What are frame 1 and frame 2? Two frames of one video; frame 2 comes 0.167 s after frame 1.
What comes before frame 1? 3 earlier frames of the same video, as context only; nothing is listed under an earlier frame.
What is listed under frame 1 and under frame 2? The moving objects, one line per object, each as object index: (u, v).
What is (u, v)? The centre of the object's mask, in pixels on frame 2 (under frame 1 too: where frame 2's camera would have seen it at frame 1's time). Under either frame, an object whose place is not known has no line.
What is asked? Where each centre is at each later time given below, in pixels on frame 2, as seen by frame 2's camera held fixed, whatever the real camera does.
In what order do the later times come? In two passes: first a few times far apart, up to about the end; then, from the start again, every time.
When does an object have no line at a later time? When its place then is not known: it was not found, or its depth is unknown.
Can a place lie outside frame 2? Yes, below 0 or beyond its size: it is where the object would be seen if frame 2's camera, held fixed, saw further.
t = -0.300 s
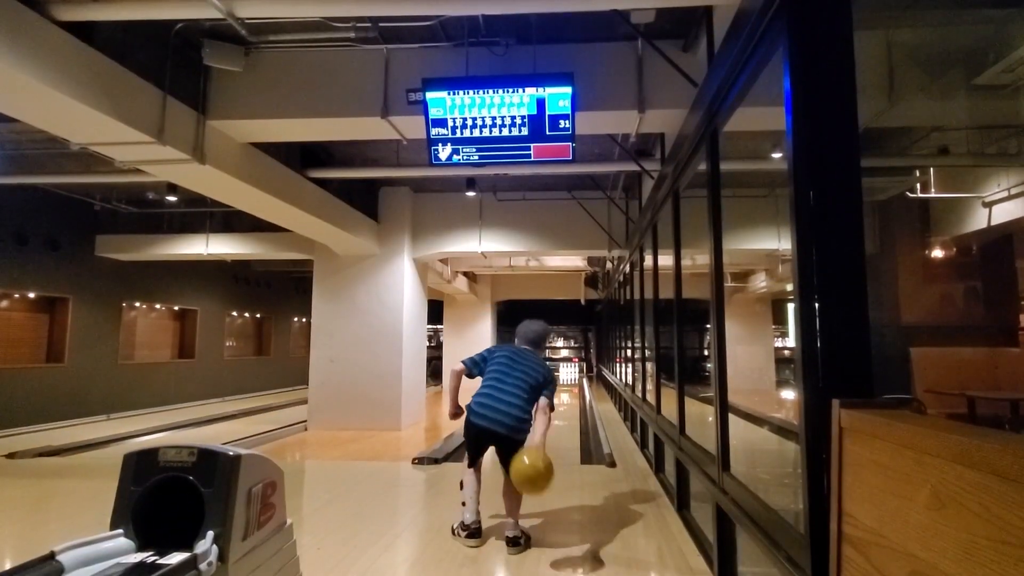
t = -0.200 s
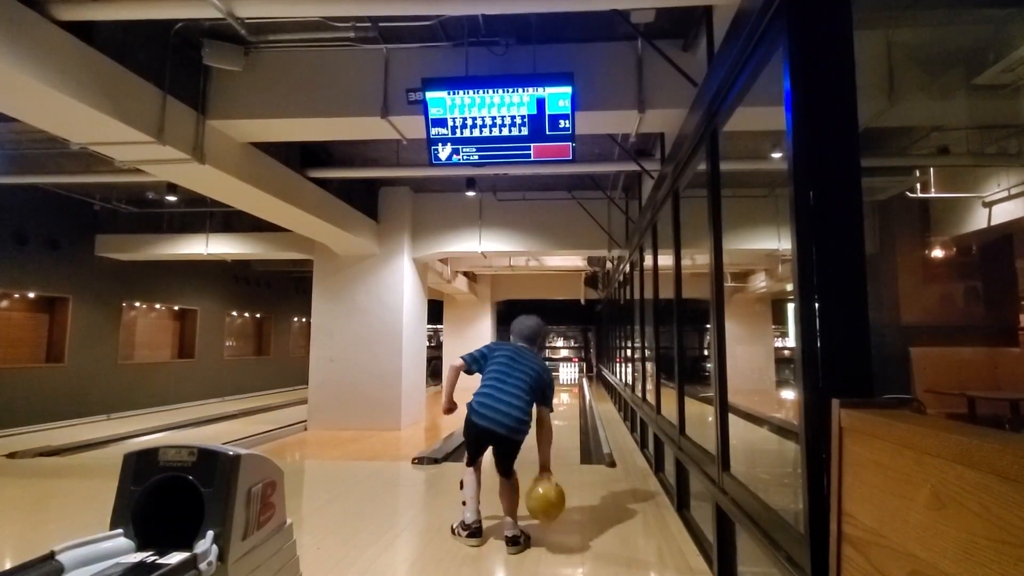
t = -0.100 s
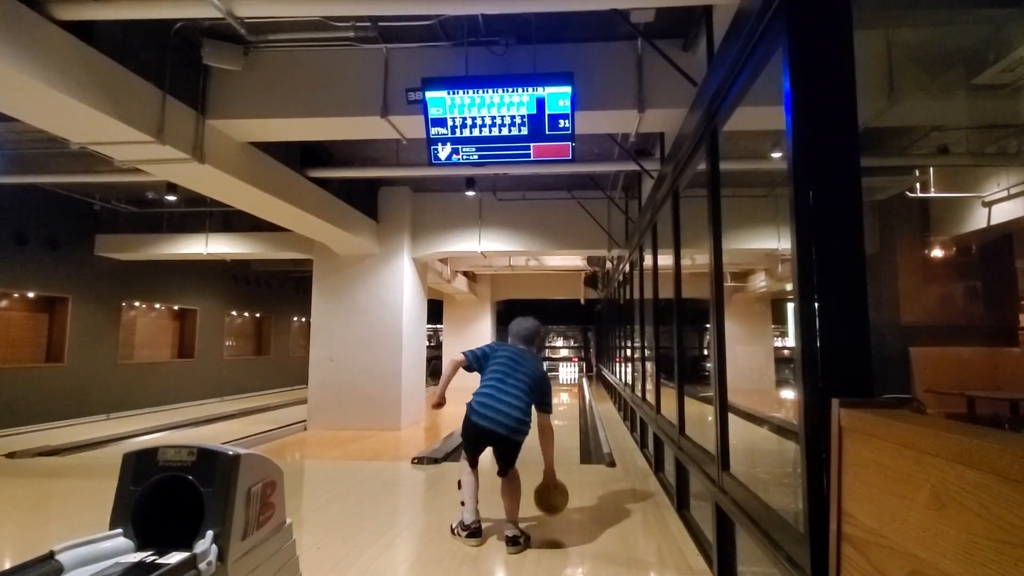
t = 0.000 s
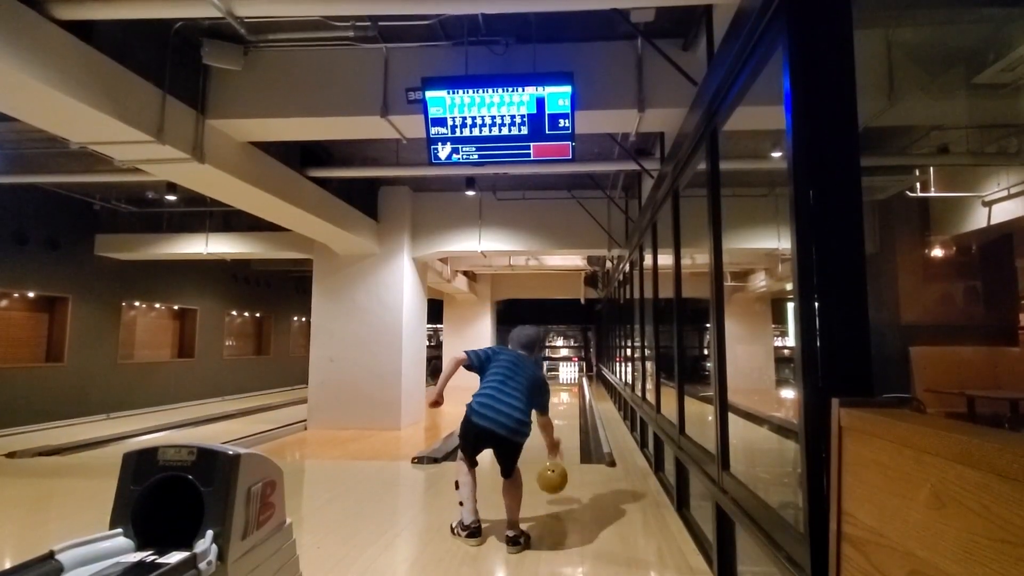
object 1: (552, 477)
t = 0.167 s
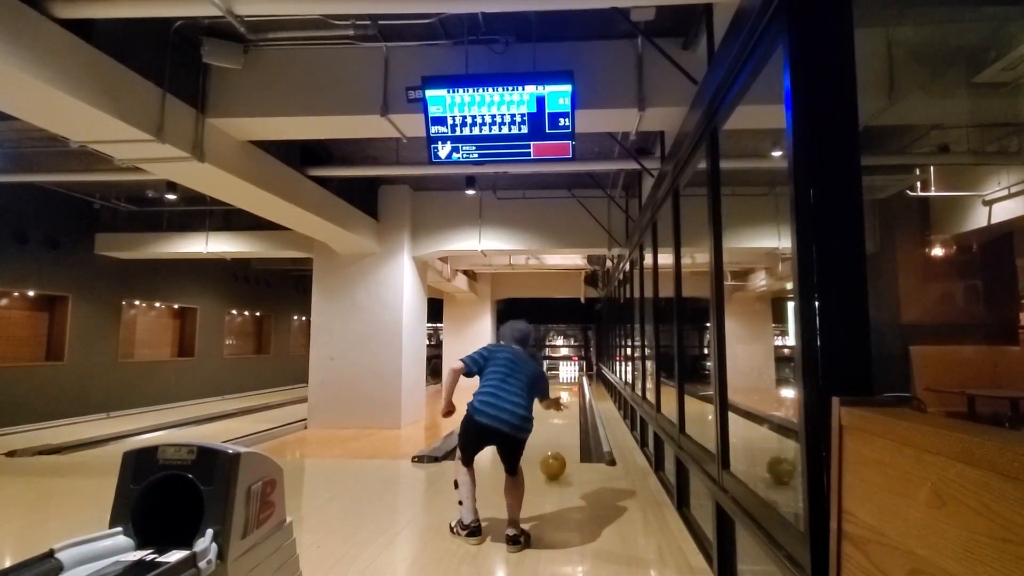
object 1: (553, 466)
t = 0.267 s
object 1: (553, 456)
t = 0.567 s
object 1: (555, 435)
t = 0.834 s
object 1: (556, 422)
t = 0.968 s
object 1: (557, 416)
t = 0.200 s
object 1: (553, 463)
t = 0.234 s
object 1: (553, 459)
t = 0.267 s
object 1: (553, 456)
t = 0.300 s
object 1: (553, 453)
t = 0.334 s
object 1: (554, 450)
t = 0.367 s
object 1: (554, 448)
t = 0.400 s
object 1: (554, 445)
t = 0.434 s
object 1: (554, 443)
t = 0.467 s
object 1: (554, 440)
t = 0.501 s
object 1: (555, 439)
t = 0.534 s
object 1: (555, 437)
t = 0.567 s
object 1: (555, 435)
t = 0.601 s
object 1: (555, 433)
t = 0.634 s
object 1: (555, 431)
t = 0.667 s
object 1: (555, 429)
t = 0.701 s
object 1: (555, 428)
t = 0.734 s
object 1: (556, 426)
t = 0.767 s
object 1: (556, 425)
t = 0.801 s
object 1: (556, 424)
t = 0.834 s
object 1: (556, 422)
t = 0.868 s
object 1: (556, 421)
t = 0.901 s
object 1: (556, 420)
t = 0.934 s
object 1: (556, 418)
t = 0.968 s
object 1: (557, 416)
